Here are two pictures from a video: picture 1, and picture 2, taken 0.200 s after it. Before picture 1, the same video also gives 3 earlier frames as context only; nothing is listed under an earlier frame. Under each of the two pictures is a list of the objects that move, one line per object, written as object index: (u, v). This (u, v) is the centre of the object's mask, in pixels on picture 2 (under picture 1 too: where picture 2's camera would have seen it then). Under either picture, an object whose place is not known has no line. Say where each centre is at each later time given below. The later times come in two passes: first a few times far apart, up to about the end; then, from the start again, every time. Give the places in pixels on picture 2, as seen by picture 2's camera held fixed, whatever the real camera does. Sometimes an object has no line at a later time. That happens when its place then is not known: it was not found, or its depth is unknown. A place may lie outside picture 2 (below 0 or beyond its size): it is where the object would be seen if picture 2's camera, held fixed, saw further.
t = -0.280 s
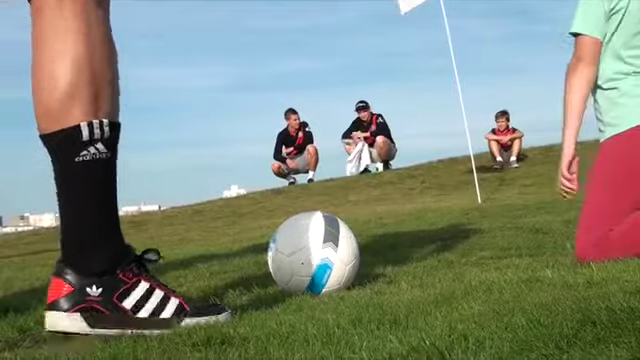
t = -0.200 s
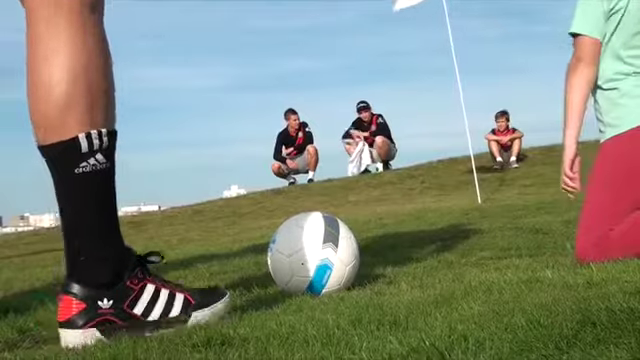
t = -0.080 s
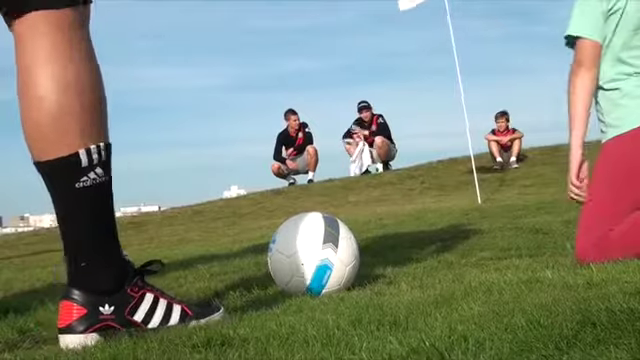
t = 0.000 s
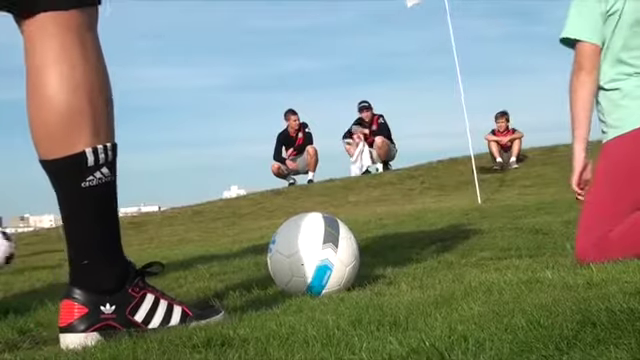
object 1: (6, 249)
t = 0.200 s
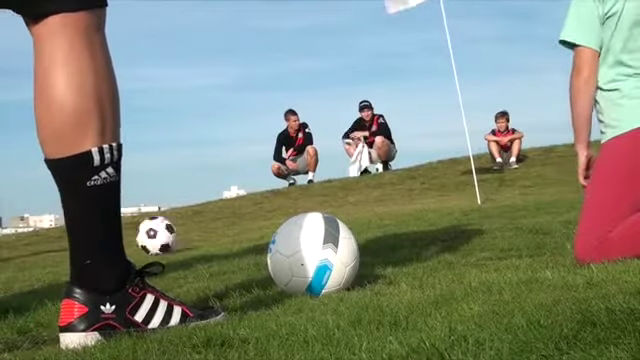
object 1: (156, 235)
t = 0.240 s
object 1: (177, 230)
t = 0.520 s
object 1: (294, 211)
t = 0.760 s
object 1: (376, 203)
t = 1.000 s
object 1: (435, 192)
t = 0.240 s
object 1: (177, 230)
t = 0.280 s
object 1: (197, 227)
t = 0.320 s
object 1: (217, 226)
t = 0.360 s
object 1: (235, 227)
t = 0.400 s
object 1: (252, 223)
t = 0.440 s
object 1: (267, 218)
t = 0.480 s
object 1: (280, 214)
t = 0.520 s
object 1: (294, 211)
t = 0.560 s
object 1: (311, 206)
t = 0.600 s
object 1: (326, 206)
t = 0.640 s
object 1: (340, 207)
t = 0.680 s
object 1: (351, 205)
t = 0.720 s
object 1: (364, 203)
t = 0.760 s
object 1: (376, 203)
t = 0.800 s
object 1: (387, 200)
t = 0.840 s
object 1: (397, 199)
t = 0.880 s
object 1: (407, 196)
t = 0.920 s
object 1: (417, 194)
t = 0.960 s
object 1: (426, 192)
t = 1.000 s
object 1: (435, 192)
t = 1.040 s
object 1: (444, 191)
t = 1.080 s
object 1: (453, 191)
